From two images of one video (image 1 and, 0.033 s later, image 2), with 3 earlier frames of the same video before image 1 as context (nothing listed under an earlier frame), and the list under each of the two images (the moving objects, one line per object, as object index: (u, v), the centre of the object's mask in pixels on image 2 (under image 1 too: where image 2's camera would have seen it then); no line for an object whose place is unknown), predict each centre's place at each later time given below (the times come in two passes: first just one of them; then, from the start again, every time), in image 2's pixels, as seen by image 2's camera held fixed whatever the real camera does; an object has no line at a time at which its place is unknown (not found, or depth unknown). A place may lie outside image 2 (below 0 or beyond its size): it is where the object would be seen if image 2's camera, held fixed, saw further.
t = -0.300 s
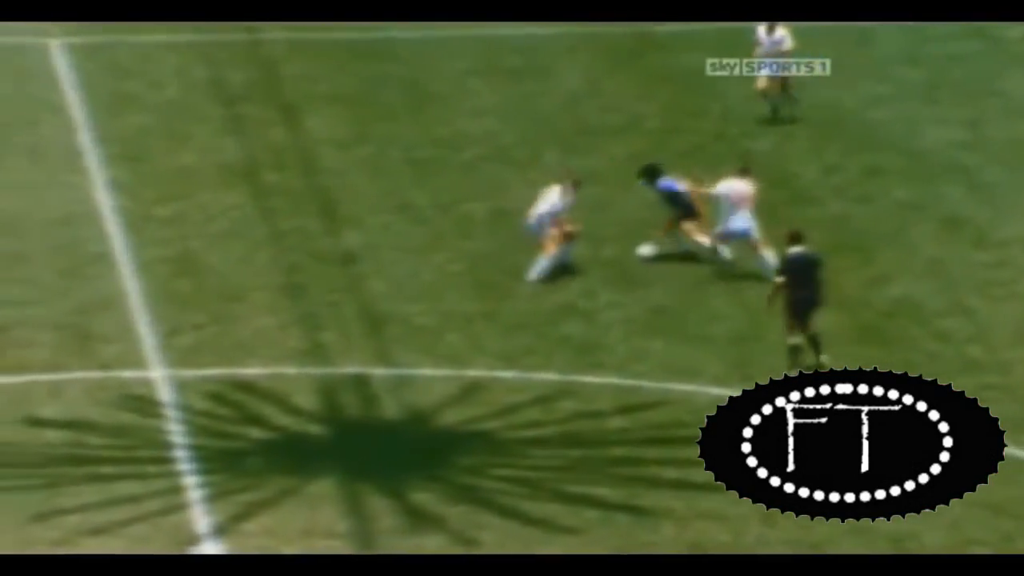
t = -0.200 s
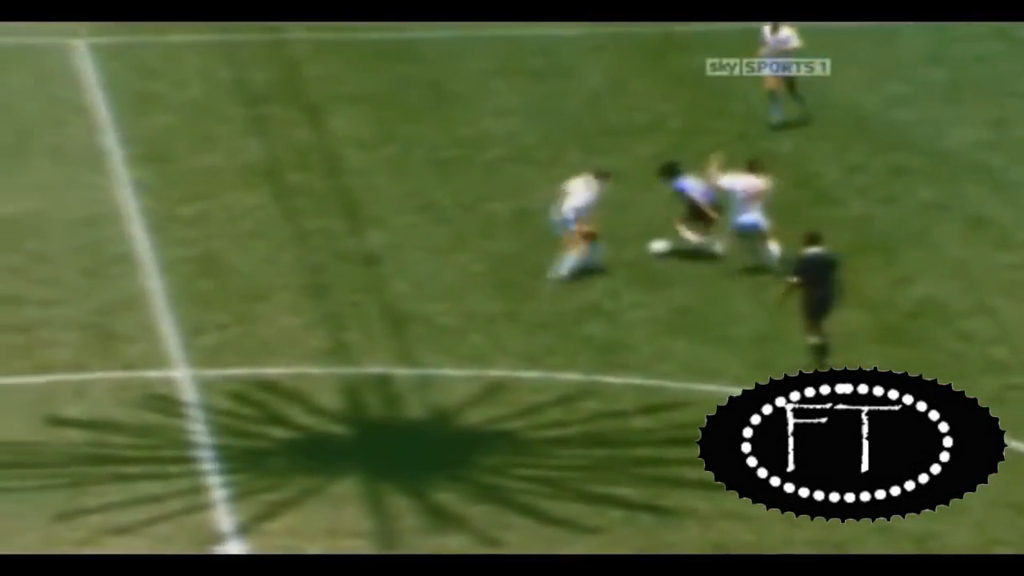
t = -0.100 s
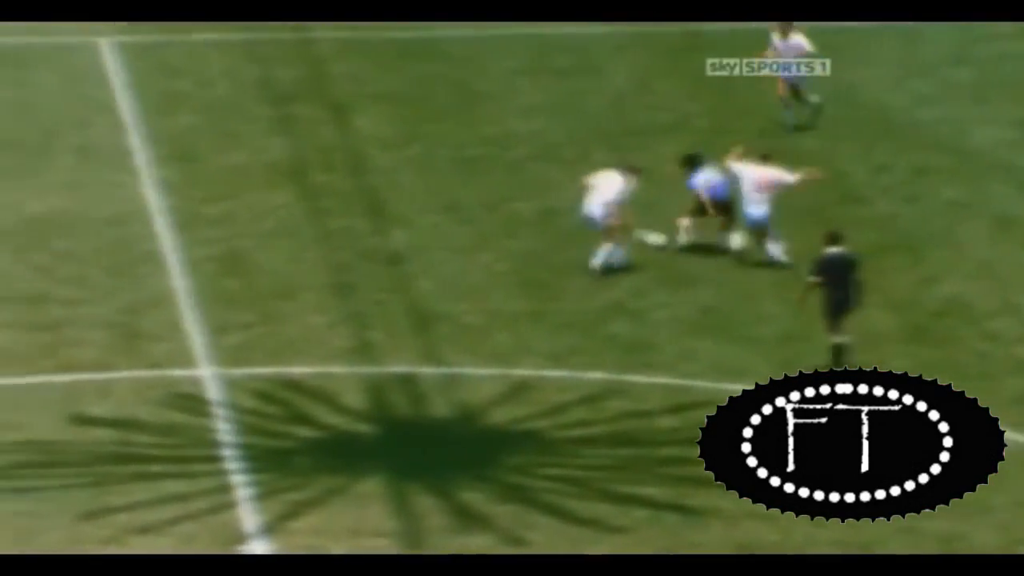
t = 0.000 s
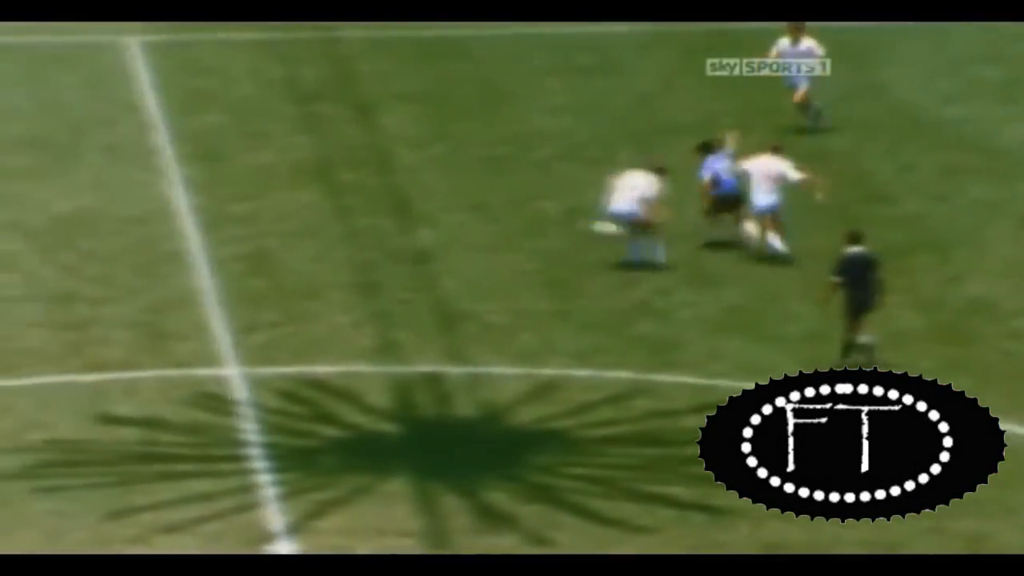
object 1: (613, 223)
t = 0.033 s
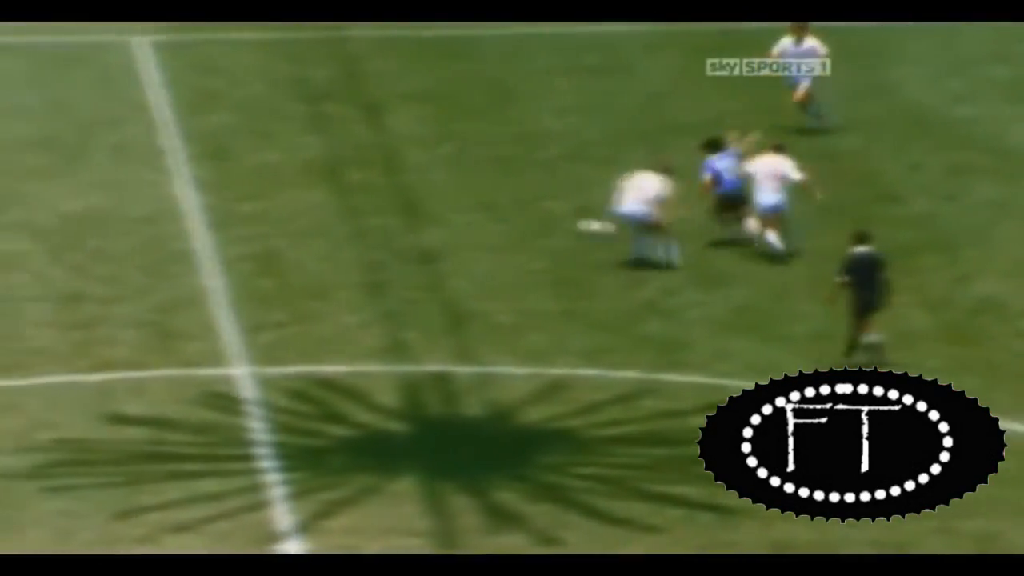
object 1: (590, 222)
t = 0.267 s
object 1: (468, 212)
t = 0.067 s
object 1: (570, 221)
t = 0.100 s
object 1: (552, 221)
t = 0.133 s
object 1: (533, 219)
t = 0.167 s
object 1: (515, 216)
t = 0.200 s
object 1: (498, 213)
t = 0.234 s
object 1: (484, 213)
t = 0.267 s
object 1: (468, 212)
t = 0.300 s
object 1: (453, 211)
